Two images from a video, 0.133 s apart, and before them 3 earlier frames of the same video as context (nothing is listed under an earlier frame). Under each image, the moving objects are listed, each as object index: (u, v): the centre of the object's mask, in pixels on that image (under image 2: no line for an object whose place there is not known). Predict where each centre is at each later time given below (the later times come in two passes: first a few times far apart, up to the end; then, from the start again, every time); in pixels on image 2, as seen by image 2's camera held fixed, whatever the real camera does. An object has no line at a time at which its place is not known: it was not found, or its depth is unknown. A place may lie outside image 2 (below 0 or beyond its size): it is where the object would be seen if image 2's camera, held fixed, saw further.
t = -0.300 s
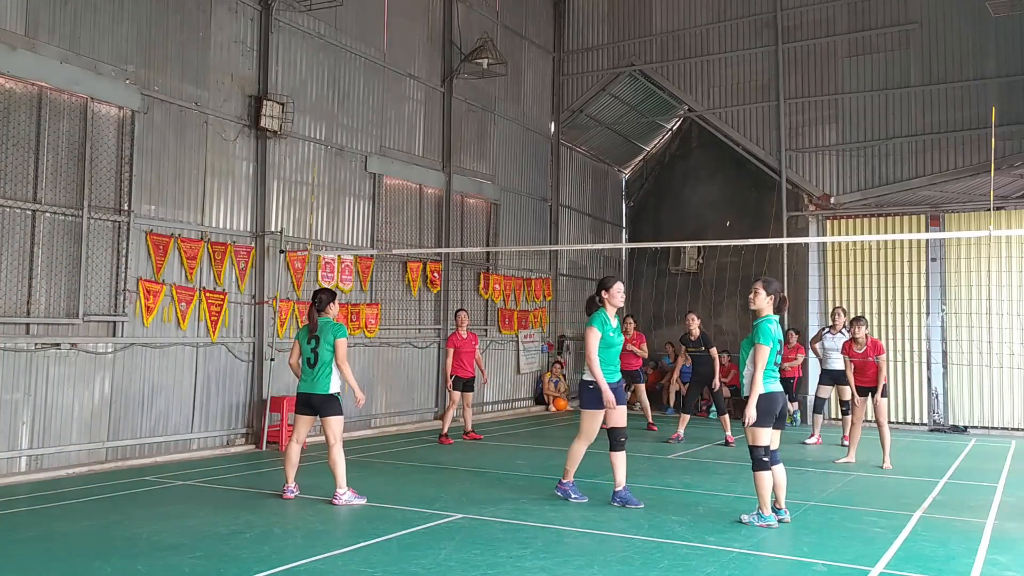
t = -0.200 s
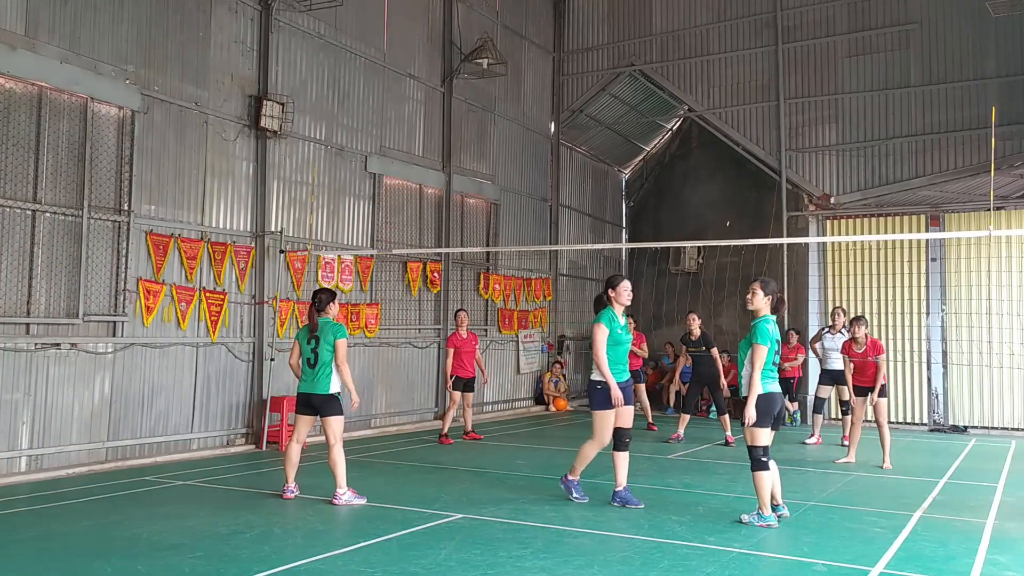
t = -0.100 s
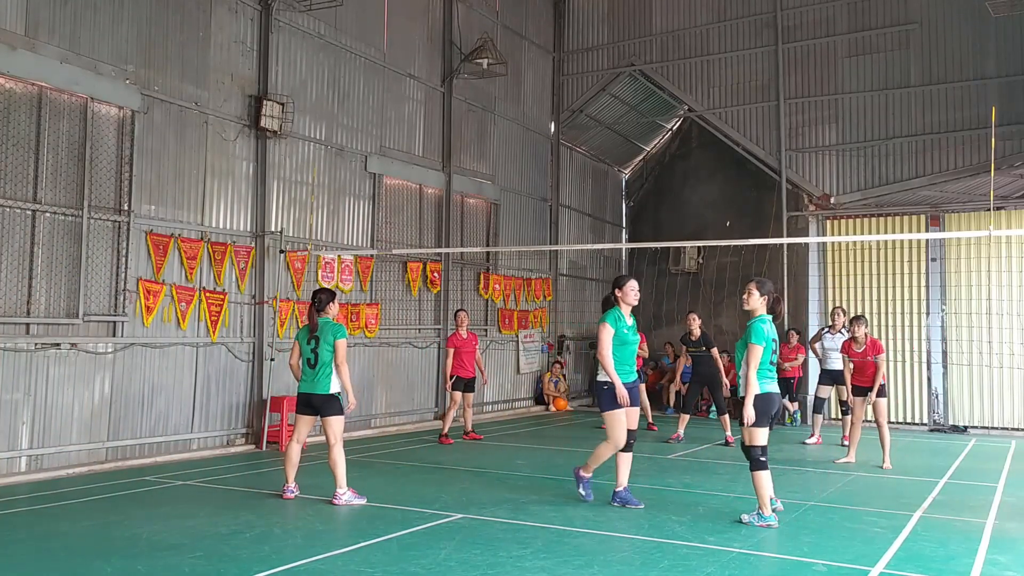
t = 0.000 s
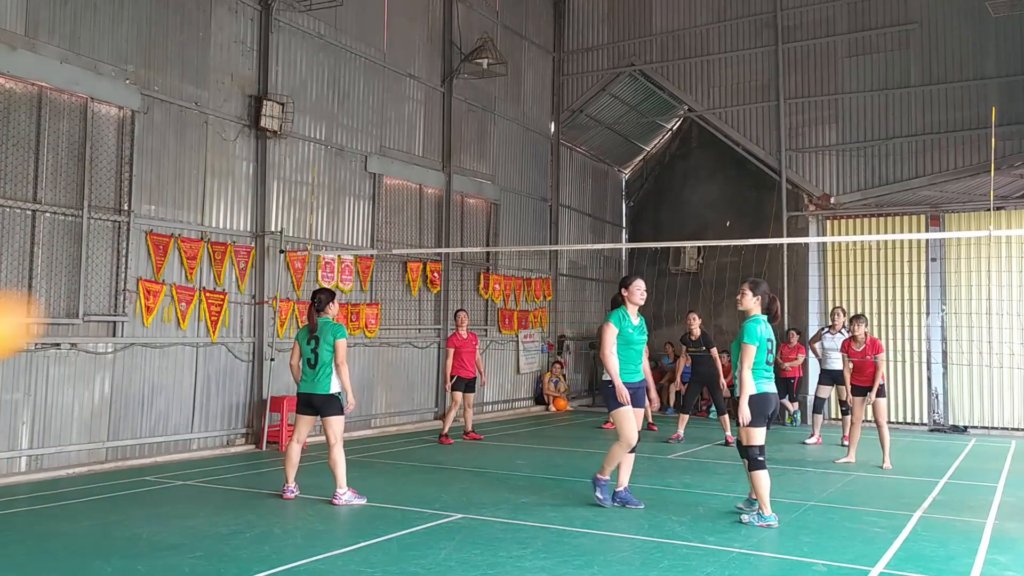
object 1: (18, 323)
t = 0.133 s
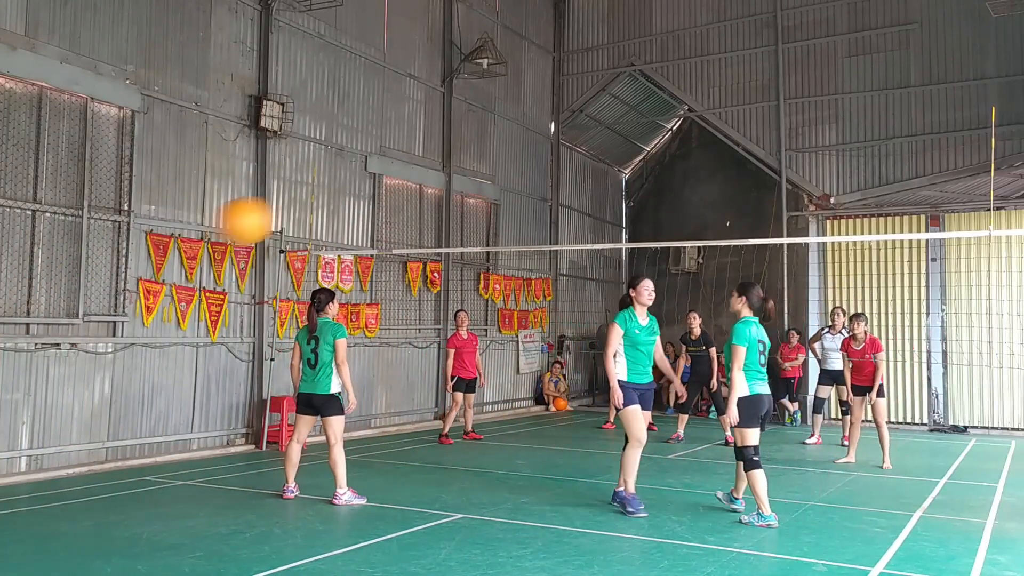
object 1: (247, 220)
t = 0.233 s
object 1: (343, 199)
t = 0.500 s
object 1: (475, 223)
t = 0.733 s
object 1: (520, 259)
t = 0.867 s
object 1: (535, 287)
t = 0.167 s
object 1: (283, 210)
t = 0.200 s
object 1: (316, 204)
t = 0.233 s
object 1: (343, 199)
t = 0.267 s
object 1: (368, 198)
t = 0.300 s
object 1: (388, 197)
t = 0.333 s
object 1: (407, 199)
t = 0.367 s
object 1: (424, 201)
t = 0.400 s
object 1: (438, 205)
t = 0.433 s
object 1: (451, 210)
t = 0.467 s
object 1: (464, 216)
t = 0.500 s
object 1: (475, 223)
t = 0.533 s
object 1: (485, 230)
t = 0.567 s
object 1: (495, 238)
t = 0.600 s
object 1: (501, 242)
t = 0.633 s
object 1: (506, 244)
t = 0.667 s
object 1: (511, 248)
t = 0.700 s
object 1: (515, 253)
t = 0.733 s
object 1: (520, 259)
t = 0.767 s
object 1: (524, 264)
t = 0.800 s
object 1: (528, 270)
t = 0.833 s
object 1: (532, 279)
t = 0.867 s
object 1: (535, 287)
